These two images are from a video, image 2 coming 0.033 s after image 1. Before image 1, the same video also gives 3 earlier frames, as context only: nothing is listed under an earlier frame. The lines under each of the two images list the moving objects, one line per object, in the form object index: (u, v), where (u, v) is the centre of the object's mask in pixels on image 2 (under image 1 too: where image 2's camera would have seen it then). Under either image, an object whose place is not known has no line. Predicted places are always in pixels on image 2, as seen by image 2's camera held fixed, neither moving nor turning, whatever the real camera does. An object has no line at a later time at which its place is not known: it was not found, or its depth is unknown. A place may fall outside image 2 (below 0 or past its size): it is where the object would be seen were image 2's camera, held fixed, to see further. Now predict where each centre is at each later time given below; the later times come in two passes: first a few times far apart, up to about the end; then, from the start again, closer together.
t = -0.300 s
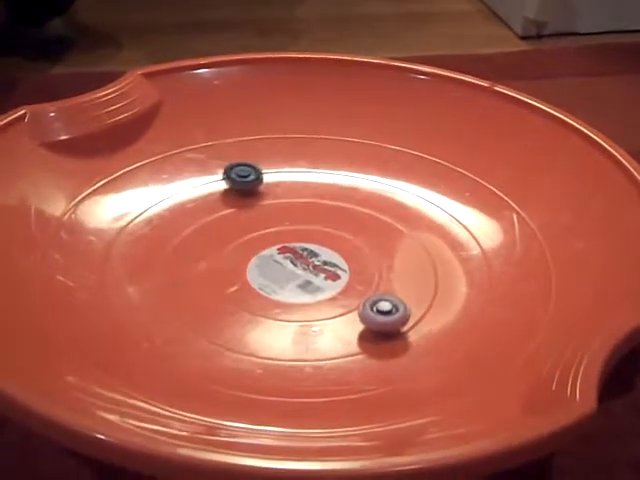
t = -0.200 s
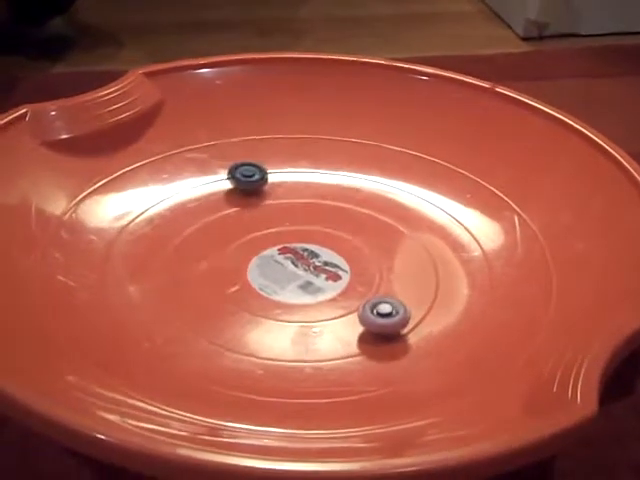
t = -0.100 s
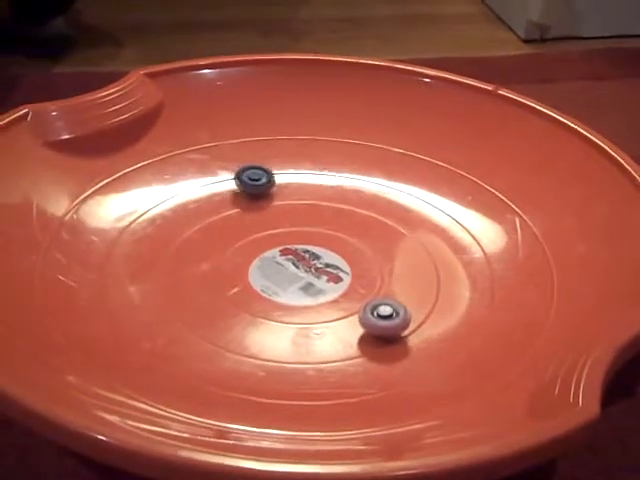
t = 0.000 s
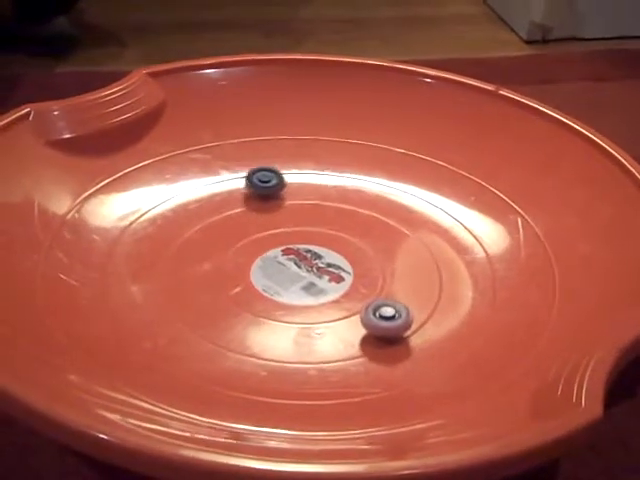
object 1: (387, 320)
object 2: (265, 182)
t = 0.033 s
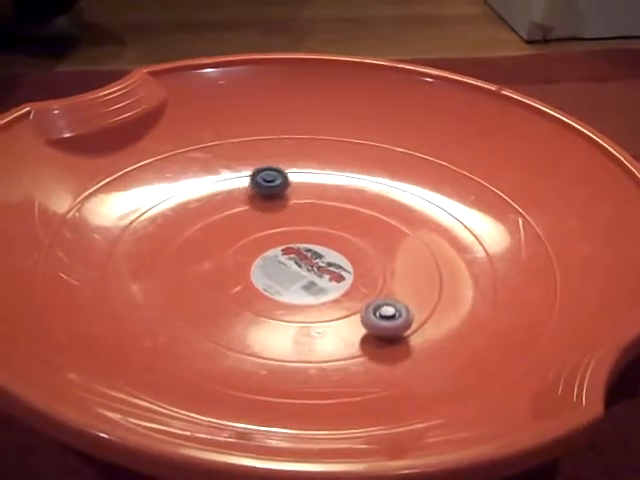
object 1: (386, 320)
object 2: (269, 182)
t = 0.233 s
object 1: (386, 321)
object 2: (301, 180)
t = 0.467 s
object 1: (386, 321)
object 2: (331, 181)
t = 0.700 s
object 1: (384, 322)
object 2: (355, 186)
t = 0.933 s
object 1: (382, 324)
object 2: (385, 196)
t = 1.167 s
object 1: (380, 323)
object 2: (410, 209)
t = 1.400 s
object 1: (377, 323)
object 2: (432, 225)
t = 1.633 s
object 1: (374, 324)
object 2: (446, 243)
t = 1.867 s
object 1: (373, 325)
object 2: (456, 265)
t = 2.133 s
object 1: (374, 326)
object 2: (454, 288)
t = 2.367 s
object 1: (377, 328)
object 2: (445, 310)
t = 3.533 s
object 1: (305, 313)
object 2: (352, 350)
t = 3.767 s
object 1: (302, 314)
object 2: (316, 352)
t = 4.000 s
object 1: (312, 303)
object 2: (285, 364)
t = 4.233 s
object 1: (328, 291)
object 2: (283, 358)
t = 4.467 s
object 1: (340, 283)
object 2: (268, 347)
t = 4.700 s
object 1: (357, 280)
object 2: (237, 339)
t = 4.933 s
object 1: (379, 278)
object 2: (212, 329)
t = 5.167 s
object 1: (382, 263)
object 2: (193, 319)
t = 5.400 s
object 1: (380, 254)
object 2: (182, 310)
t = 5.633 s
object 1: (377, 248)
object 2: (173, 300)
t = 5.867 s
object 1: (372, 243)
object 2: (167, 293)
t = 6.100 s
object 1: (369, 241)
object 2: (163, 285)
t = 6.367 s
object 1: (365, 240)
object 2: (159, 276)
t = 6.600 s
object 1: (365, 240)
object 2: (158, 268)
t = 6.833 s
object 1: (363, 242)
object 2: (160, 259)
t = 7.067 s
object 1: (361, 245)
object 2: (161, 247)
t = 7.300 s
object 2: (166, 241)
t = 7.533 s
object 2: (171, 233)
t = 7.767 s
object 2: (173, 231)
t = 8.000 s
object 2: (174, 230)
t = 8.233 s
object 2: (173, 230)
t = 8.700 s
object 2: (172, 231)
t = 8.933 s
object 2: (170, 234)
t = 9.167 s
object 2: (167, 238)
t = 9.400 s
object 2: (164, 242)
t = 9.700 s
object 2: (160, 253)
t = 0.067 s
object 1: (386, 320)
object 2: (274, 182)
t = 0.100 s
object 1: (386, 320)
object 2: (279, 182)
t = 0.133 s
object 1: (386, 321)
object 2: (284, 182)
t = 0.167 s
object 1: (386, 321)
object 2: (290, 182)
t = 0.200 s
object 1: (386, 321)
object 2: (296, 180)
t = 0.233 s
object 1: (386, 321)
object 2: (301, 180)
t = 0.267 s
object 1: (386, 321)
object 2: (307, 180)
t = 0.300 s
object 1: (385, 321)
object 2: (312, 180)
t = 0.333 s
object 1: (385, 321)
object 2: (317, 180)
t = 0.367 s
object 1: (386, 321)
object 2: (321, 180)
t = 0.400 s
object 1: (386, 321)
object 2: (324, 179)
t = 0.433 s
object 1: (386, 321)
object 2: (328, 180)
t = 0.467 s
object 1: (386, 321)
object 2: (331, 181)
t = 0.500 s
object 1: (385, 321)
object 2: (334, 181)
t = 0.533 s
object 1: (384, 322)
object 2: (337, 182)
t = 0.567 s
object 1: (384, 322)
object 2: (340, 183)
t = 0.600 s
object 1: (384, 321)
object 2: (343, 184)
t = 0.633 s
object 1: (384, 322)
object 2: (347, 185)
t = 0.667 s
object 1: (384, 322)
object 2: (351, 186)
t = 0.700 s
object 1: (384, 322)
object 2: (355, 186)
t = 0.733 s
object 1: (383, 323)
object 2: (359, 188)
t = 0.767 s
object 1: (383, 323)
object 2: (363, 189)
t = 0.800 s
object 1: (382, 323)
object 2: (368, 190)
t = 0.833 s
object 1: (382, 323)
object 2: (373, 192)
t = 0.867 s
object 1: (382, 323)
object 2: (377, 193)
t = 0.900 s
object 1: (382, 324)
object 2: (381, 195)
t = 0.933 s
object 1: (382, 324)
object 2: (385, 196)
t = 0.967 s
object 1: (382, 324)
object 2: (388, 197)
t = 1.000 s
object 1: (381, 324)
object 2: (392, 199)
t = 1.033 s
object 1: (380, 324)
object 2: (396, 201)
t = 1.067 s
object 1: (380, 324)
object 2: (400, 202)
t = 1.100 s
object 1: (380, 323)
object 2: (403, 204)
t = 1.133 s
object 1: (379, 323)
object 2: (407, 206)
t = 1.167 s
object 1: (380, 323)
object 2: (410, 209)
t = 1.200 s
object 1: (379, 323)
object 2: (413, 211)
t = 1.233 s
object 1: (379, 323)
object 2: (417, 213)
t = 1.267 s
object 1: (378, 323)
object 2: (420, 215)
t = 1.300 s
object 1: (378, 323)
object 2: (423, 217)
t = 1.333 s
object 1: (378, 323)
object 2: (426, 220)
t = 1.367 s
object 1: (377, 323)
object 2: (429, 222)
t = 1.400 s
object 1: (377, 323)
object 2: (432, 225)
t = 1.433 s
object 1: (377, 323)
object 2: (434, 227)
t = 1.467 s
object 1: (377, 323)
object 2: (437, 229)
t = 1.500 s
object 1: (376, 324)
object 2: (439, 232)
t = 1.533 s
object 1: (376, 324)
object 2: (441, 235)
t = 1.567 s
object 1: (375, 324)
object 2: (443, 237)
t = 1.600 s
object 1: (374, 324)
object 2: (445, 240)
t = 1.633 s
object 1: (374, 324)
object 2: (446, 243)
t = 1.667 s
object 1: (374, 324)
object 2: (448, 246)
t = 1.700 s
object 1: (375, 324)
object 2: (450, 249)
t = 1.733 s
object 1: (374, 324)
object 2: (451, 253)
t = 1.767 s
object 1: (374, 325)
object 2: (453, 256)
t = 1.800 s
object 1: (373, 325)
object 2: (454, 259)
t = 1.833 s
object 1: (373, 325)
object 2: (455, 262)
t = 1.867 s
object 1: (373, 325)
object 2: (456, 265)
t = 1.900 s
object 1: (374, 325)
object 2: (456, 268)
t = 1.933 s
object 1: (374, 325)
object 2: (456, 269)
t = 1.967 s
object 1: (374, 325)
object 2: (456, 273)
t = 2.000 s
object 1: (374, 325)
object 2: (456, 275)
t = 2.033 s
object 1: (374, 326)
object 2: (456, 278)
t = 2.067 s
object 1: (373, 326)
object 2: (456, 281)
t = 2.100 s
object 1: (374, 326)
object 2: (455, 284)
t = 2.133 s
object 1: (374, 326)
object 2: (454, 288)
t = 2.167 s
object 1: (374, 327)
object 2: (453, 291)
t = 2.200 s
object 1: (375, 327)
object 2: (452, 294)
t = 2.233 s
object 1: (375, 328)
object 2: (451, 298)
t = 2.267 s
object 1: (375, 328)
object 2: (449, 301)
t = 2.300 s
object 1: (376, 328)
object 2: (448, 304)
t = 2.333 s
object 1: (376, 328)
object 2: (447, 306)
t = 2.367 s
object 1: (377, 328)
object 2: (445, 310)
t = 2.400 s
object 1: (377, 328)
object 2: (443, 312)
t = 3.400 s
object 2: (369, 348)
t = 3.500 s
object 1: (306, 312)
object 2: (355, 350)
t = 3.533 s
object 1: (305, 313)
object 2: (352, 350)
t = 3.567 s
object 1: (304, 313)
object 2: (346, 350)
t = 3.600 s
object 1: (304, 313)
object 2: (342, 350)
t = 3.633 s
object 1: (303, 314)
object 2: (336, 350)
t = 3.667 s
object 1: (303, 314)
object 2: (331, 352)
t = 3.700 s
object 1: (302, 314)
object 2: (327, 351)
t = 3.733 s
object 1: (302, 314)
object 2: (321, 352)
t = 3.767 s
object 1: (302, 314)
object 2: (316, 352)
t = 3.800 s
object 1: (302, 315)
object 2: (312, 353)
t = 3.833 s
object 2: (307, 353)
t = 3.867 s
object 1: (305, 311)
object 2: (297, 359)
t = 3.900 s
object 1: (306, 309)
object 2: (292, 362)
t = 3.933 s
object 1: (307, 307)
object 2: (289, 363)
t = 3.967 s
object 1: (310, 305)
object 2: (286, 364)
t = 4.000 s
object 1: (312, 303)
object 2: (285, 364)
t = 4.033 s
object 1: (315, 301)
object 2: (284, 364)
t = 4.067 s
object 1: (317, 299)
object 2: (283, 364)
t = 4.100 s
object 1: (319, 297)
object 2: (283, 364)
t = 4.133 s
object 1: (322, 296)
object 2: (283, 363)
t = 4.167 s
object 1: (324, 295)
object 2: (283, 361)
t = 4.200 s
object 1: (326, 293)
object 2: (283, 360)
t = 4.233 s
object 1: (328, 291)
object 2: (283, 358)
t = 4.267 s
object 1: (330, 290)
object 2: (283, 356)
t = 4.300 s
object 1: (332, 287)
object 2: (282, 355)
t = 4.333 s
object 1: (332, 287)
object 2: (280, 352)
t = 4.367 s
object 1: (333, 286)
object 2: (278, 350)
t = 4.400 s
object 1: (337, 285)
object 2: (277, 349)
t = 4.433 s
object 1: (339, 284)
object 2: (273, 347)
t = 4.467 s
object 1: (340, 283)
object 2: (268, 347)
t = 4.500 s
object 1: (342, 282)
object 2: (264, 347)
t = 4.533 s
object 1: (344, 281)
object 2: (259, 346)
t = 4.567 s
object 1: (346, 280)
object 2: (255, 344)
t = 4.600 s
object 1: (348, 279)
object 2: (250, 343)
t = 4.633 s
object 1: (351, 280)
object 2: (245, 342)
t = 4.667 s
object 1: (354, 279)
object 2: (241, 341)
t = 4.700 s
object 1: (357, 280)
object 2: (237, 339)
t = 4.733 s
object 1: (359, 280)
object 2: (233, 338)
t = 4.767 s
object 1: (363, 280)
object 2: (229, 337)
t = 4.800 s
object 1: (367, 280)
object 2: (225, 336)
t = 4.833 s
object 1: (369, 280)
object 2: (221, 333)
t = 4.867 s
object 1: (372, 279)
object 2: (218, 333)
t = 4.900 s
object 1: (376, 279)
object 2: (215, 332)
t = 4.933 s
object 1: (379, 278)
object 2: (212, 329)
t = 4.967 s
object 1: (380, 276)
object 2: (209, 328)
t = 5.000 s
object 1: (380, 274)
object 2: (206, 326)
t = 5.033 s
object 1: (380, 273)
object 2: (204, 324)
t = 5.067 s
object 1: (382, 271)
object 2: (200, 323)
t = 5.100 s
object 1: (382, 268)
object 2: (198, 322)
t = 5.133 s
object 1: (382, 266)
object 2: (196, 320)
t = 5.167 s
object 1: (382, 263)
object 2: (193, 319)
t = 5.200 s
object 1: (382, 262)
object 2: (192, 317)
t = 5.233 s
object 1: (381, 260)
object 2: (190, 315)
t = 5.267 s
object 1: (381, 259)
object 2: (187, 314)
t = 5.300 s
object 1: (381, 258)
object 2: (186, 312)
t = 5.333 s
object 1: (380, 257)
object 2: (184, 311)
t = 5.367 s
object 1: (380, 256)
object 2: (184, 311)
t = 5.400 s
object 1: (380, 254)
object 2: (182, 310)
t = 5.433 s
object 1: (379, 254)
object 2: (181, 308)
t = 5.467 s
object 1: (379, 253)
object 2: (180, 307)
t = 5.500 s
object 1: (378, 252)
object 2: (178, 305)
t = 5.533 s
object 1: (378, 251)
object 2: (177, 304)
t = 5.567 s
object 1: (377, 250)
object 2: (176, 303)
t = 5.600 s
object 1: (377, 250)
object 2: (174, 301)
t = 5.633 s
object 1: (377, 248)
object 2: (173, 300)
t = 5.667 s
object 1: (377, 247)
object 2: (172, 299)
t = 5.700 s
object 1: (376, 246)
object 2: (171, 298)
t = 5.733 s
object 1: (375, 245)
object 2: (171, 297)
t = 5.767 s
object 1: (375, 245)
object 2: (170, 295)
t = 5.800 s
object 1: (374, 244)
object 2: (169, 294)
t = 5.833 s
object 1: (374, 244)
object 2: (168, 293)
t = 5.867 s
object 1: (372, 243)
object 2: (167, 293)
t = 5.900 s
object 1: (371, 243)
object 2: (166, 291)
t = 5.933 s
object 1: (371, 243)
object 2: (165, 290)
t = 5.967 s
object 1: (371, 242)
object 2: (165, 289)
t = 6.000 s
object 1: (370, 242)
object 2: (164, 288)
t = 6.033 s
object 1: (370, 241)
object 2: (164, 286)
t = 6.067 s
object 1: (369, 241)
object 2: (163, 286)
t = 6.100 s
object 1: (369, 241)
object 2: (163, 285)
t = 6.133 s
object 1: (369, 241)
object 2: (162, 284)
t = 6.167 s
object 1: (368, 241)
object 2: (162, 283)
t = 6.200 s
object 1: (368, 241)
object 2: (162, 281)
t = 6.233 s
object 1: (367, 240)
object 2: (162, 280)
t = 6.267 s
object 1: (366, 240)
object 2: (161, 279)
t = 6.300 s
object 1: (366, 240)
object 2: (161, 278)
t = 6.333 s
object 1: (366, 240)
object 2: (160, 277)
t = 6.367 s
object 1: (365, 240)
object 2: (159, 276)
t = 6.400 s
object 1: (365, 240)
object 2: (160, 275)
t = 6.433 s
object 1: (366, 240)
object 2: (159, 274)
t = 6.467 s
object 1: (366, 240)
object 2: (159, 273)
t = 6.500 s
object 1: (366, 240)
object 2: (159, 271)
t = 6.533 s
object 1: (366, 240)
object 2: (158, 270)
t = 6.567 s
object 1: (365, 240)
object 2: (159, 269)
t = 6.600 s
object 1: (365, 240)
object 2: (158, 268)
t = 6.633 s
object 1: (364, 240)
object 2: (157, 266)
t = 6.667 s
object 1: (364, 240)
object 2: (158, 265)
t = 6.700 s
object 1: (363, 241)
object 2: (159, 264)
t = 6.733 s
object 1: (363, 240)
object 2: (159, 263)
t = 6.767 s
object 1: (363, 241)
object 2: (157, 261)
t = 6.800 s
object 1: (363, 243)
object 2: (159, 260)
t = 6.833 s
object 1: (363, 242)
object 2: (160, 259)
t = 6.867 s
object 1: (362, 242)
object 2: (159, 258)
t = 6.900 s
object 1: (362, 244)
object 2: (159, 255)
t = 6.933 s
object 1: (361, 243)
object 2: (160, 254)
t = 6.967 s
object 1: (361, 244)
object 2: (161, 253)
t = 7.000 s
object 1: (361, 245)
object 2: (161, 251)
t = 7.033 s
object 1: (361, 244)
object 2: (161, 249)
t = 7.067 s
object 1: (361, 245)
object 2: (161, 247)
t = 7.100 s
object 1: (361, 245)
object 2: (163, 247)
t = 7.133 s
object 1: (361, 245)
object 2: (163, 245)
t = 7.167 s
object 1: (361, 246)
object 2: (163, 245)
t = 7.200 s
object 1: (361, 247)
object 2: (164, 245)
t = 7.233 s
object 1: (362, 247)
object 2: (164, 243)
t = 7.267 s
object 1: (363, 248)
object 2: (165, 242)
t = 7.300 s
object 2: (166, 241)
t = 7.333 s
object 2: (166, 239)
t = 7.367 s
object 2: (168, 238)
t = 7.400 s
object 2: (168, 236)
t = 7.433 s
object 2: (169, 236)
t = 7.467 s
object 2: (170, 235)
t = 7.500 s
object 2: (170, 234)
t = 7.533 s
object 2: (171, 233)
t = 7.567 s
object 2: (172, 233)
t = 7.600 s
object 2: (172, 232)
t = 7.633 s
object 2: (173, 231)
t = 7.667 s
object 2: (173, 231)
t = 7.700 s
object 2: (173, 231)
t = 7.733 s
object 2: (173, 231)
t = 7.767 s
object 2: (173, 231)
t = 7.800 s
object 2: (173, 231)
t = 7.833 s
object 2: (174, 230)
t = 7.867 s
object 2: (174, 230)
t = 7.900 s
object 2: (173, 230)
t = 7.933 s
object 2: (174, 230)
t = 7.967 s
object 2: (174, 230)
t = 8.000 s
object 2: (174, 230)
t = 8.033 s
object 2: (173, 230)
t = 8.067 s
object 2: (174, 231)
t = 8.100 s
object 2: (173, 231)
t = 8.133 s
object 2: (173, 230)
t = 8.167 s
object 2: (173, 230)
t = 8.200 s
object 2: (173, 230)
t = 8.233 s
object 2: (173, 230)
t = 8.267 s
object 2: (173, 231)
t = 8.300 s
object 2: (173, 231)
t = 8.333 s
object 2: (173, 231)
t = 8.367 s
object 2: (173, 231)
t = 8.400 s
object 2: (173, 231)
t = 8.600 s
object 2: (173, 231)
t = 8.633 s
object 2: (172, 231)
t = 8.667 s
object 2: (172, 231)
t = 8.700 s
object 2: (172, 231)
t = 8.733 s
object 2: (172, 231)
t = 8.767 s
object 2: (172, 232)
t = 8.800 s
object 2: (171, 232)
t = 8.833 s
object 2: (171, 232)
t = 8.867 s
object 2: (170, 233)
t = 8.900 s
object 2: (171, 233)
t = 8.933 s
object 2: (170, 234)
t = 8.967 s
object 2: (169, 234)
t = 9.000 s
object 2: (170, 235)
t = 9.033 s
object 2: (169, 236)
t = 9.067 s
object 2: (168, 236)
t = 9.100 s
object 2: (168, 236)
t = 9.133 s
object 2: (168, 237)
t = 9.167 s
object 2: (167, 238)
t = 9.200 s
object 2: (167, 239)
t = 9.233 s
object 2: (166, 239)
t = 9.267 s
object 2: (165, 239)
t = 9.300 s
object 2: (165, 241)
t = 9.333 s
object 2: (166, 242)
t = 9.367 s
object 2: (165, 242)
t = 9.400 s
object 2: (164, 242)
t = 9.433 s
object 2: (164, 243)
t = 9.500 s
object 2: (162, 245)
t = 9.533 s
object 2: (163, 246)
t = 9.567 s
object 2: (161, 247)
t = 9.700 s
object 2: (160, 253)
